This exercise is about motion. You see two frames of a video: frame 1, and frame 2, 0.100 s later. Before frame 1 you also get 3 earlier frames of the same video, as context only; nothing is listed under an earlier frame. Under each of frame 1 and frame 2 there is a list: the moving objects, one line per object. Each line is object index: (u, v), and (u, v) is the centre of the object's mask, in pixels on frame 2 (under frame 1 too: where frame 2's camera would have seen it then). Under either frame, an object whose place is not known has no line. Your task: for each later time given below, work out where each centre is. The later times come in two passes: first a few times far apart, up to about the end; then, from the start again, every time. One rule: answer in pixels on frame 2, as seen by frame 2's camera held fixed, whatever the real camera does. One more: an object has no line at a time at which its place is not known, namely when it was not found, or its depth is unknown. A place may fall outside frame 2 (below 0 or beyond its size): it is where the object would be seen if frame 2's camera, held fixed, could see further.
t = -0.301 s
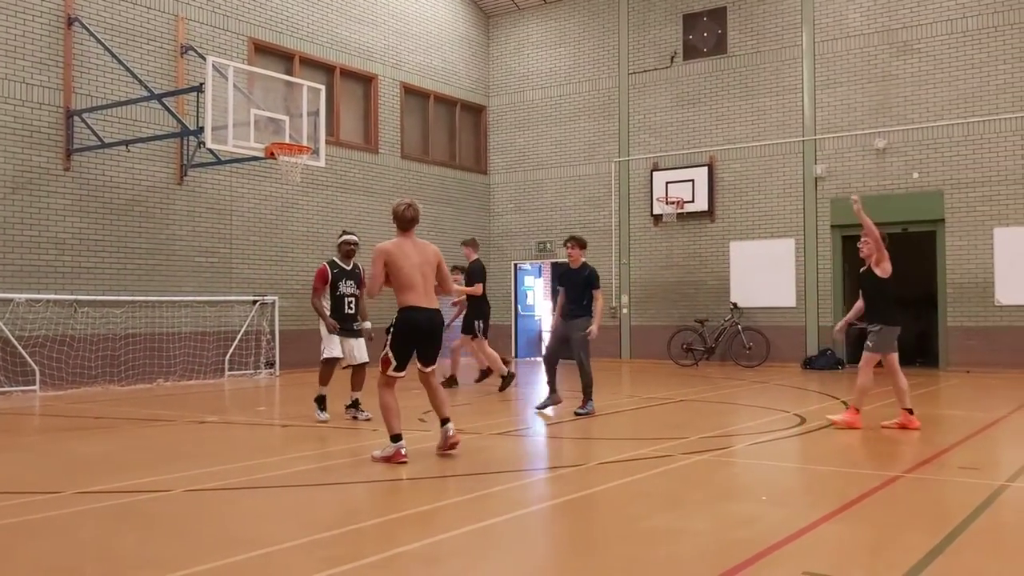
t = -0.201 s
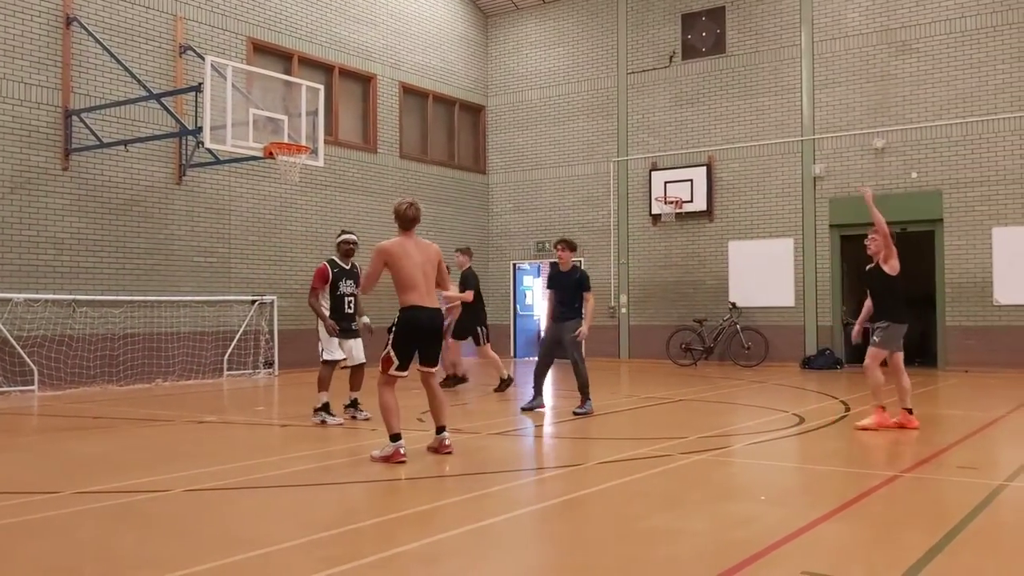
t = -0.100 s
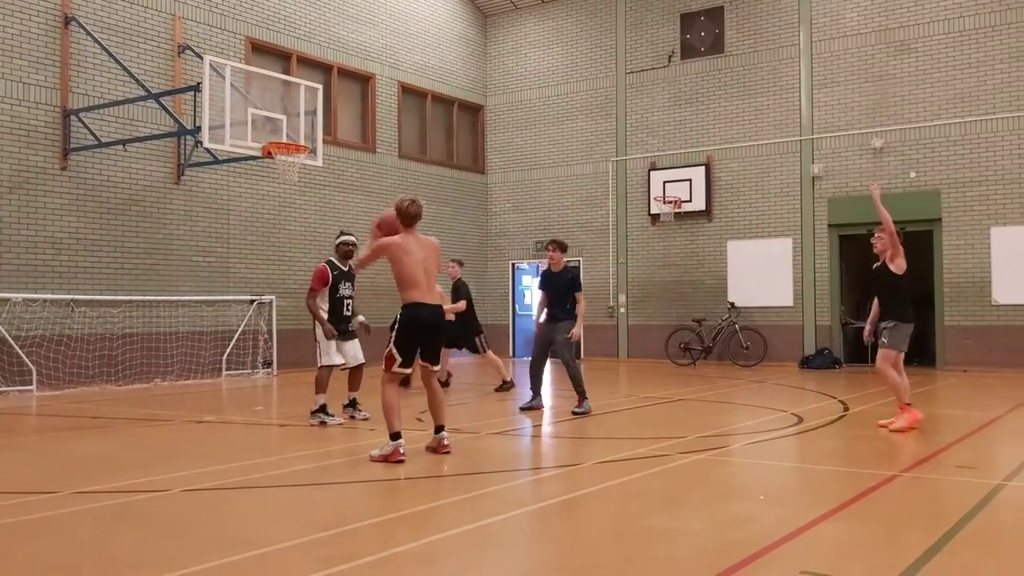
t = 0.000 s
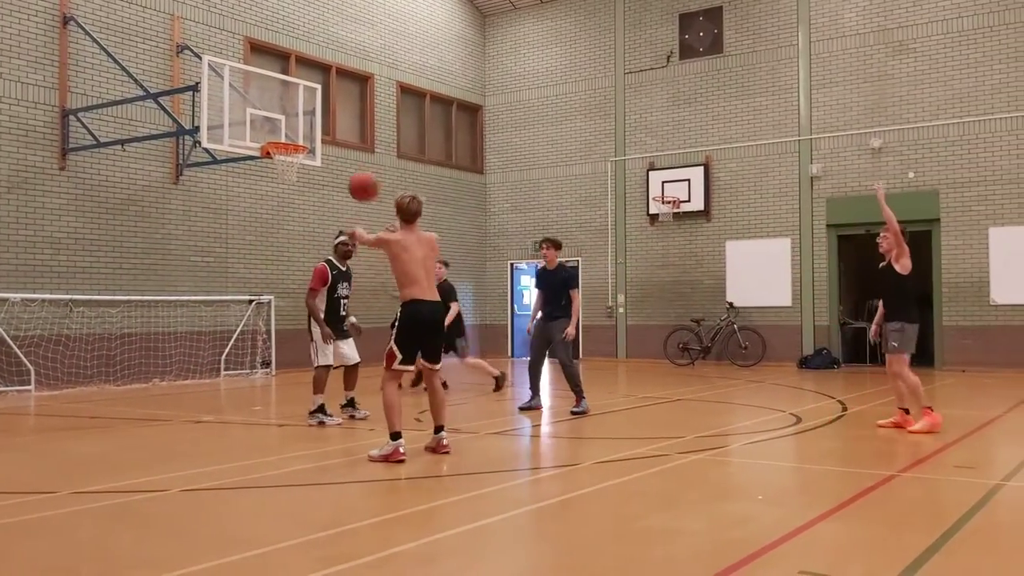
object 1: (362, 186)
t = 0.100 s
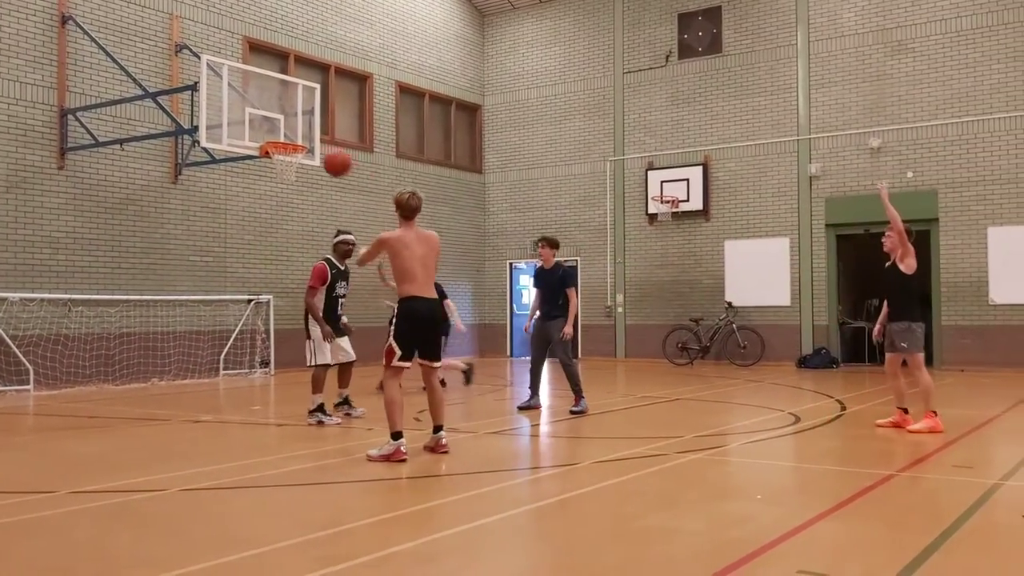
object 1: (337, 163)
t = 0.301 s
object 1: (298, 154)
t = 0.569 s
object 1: (259, 199)
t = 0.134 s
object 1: (330, 158)
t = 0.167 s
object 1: (322, 154)
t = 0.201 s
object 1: (315, 153)
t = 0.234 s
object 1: (310, 153)
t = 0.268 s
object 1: (304, 153)
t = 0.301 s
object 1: (298, 154)
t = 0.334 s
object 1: (292, 157)
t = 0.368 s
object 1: (287, 162)
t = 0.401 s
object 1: (281, 166)
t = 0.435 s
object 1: (276, 171)
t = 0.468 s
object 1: (271, 177)
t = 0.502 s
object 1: (267, 183)
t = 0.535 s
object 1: (262, 191)
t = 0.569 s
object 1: (259, 199)
